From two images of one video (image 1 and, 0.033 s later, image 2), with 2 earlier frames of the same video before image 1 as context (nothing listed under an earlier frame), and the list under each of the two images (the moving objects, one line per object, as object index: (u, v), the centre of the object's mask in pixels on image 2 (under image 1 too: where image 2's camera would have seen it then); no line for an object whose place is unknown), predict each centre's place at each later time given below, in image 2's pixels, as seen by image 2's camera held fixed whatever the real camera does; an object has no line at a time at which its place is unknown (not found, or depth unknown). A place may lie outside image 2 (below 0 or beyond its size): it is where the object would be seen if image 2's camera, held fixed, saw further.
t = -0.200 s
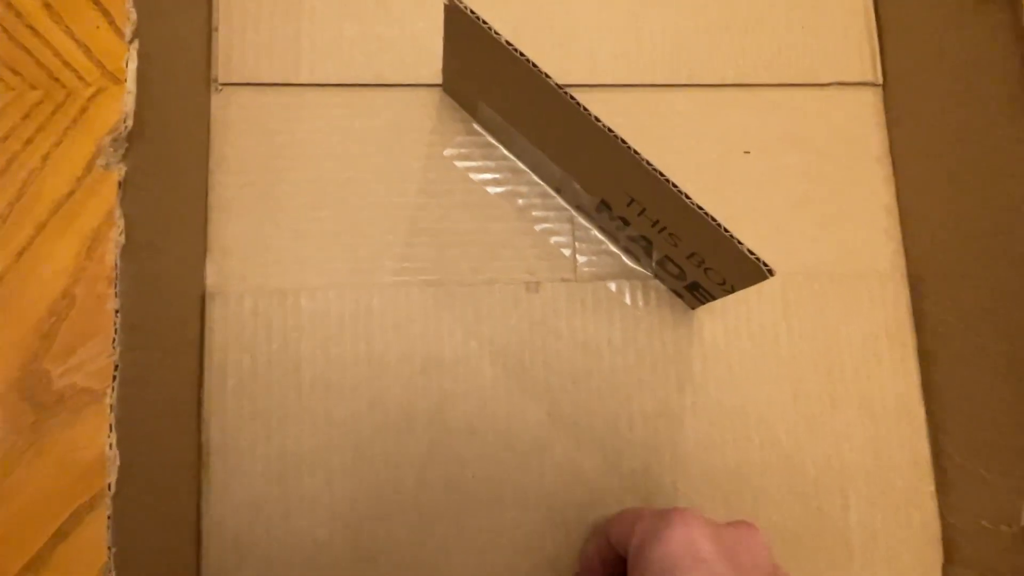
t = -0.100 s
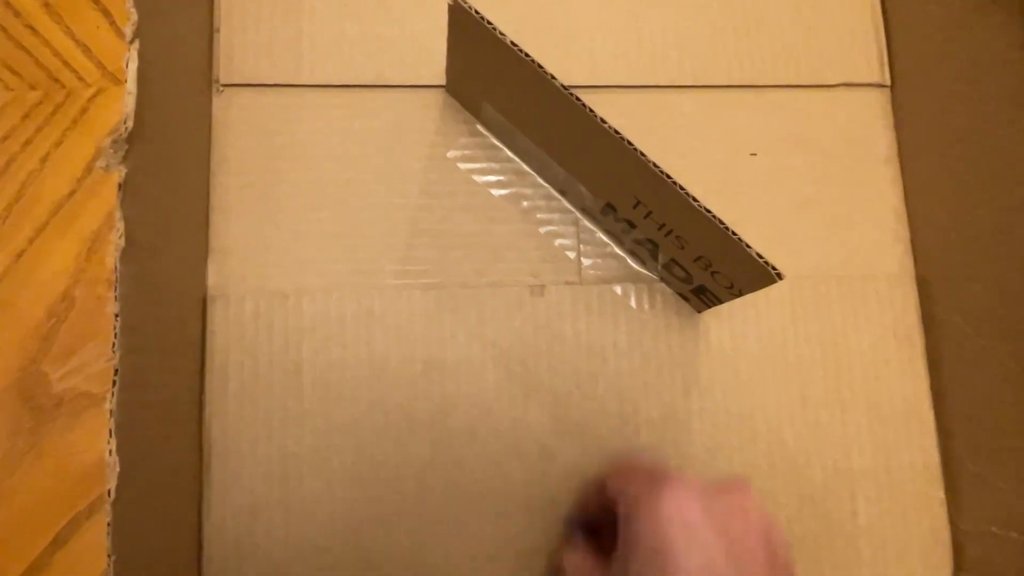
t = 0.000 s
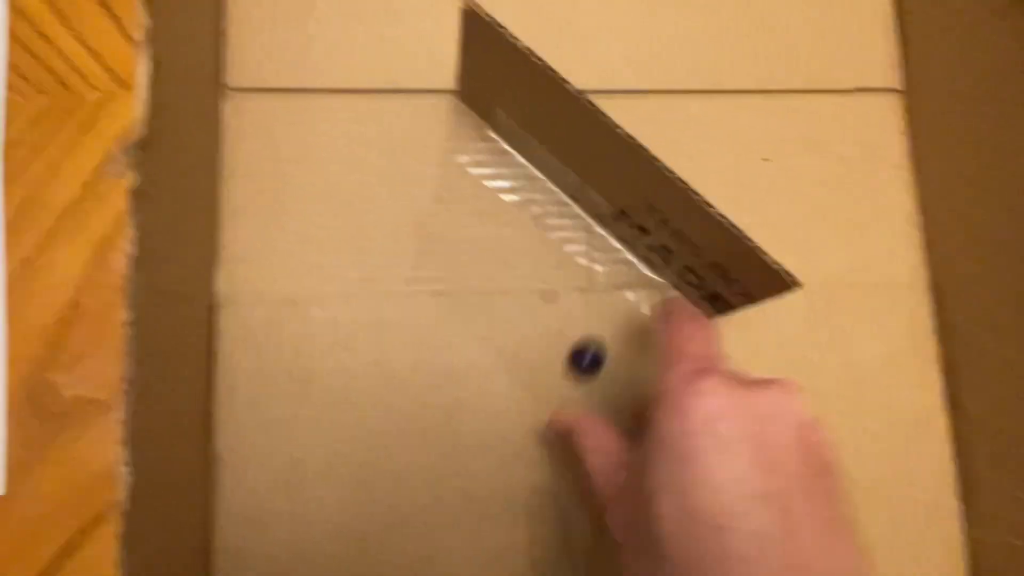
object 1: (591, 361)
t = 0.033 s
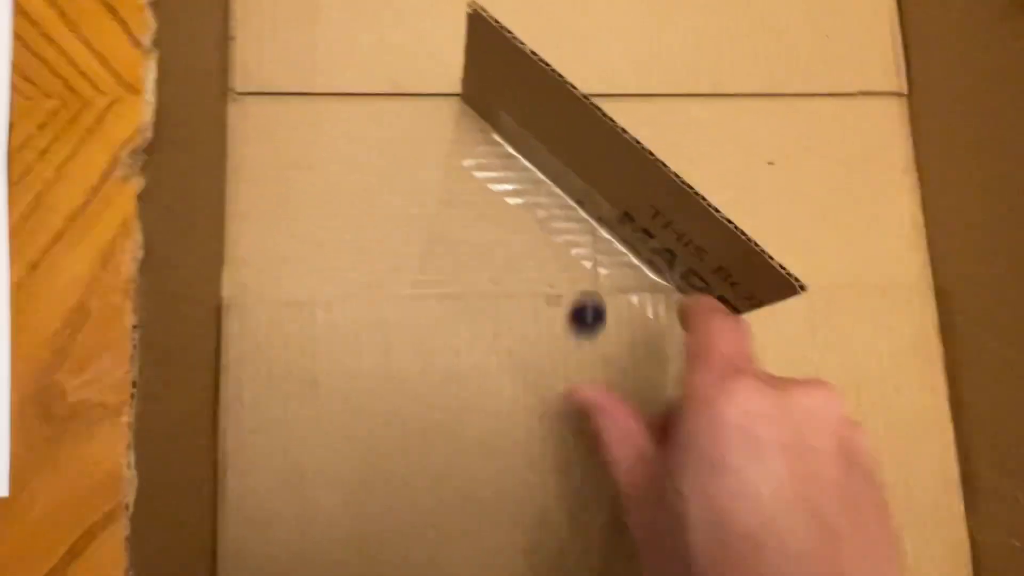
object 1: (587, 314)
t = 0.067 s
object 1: (583, 273)
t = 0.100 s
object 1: (578, 231)
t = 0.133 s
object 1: (559, 211)
